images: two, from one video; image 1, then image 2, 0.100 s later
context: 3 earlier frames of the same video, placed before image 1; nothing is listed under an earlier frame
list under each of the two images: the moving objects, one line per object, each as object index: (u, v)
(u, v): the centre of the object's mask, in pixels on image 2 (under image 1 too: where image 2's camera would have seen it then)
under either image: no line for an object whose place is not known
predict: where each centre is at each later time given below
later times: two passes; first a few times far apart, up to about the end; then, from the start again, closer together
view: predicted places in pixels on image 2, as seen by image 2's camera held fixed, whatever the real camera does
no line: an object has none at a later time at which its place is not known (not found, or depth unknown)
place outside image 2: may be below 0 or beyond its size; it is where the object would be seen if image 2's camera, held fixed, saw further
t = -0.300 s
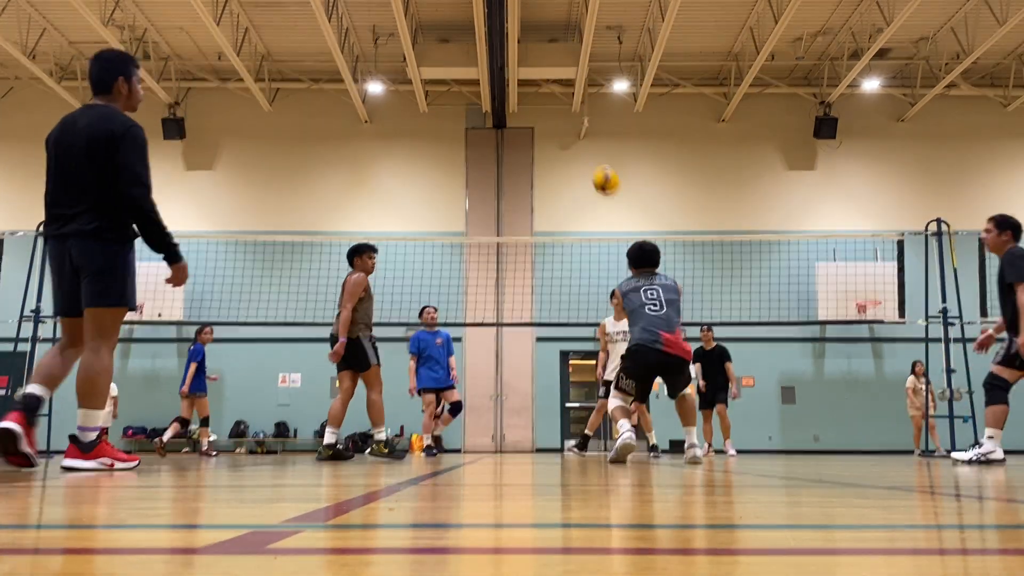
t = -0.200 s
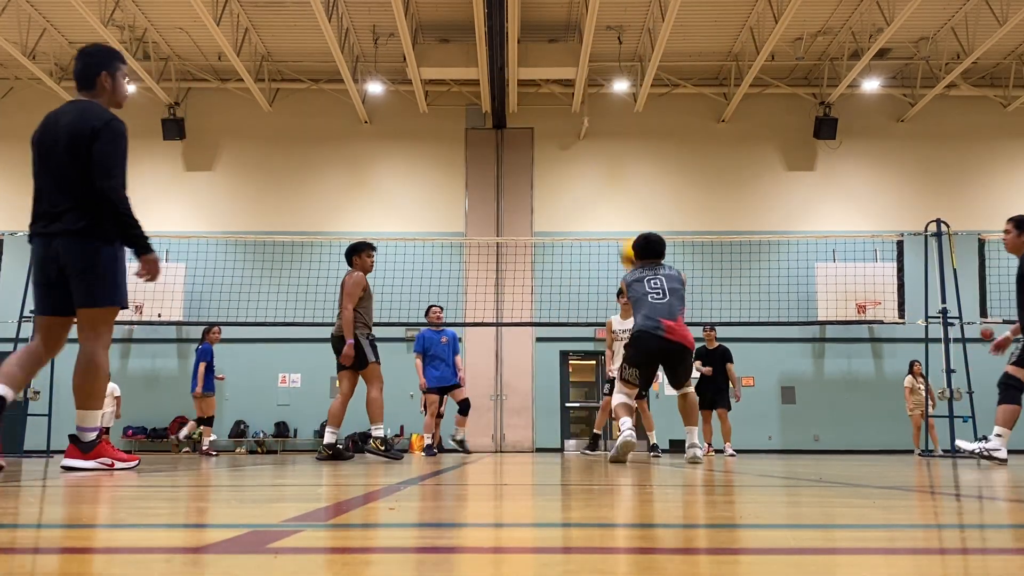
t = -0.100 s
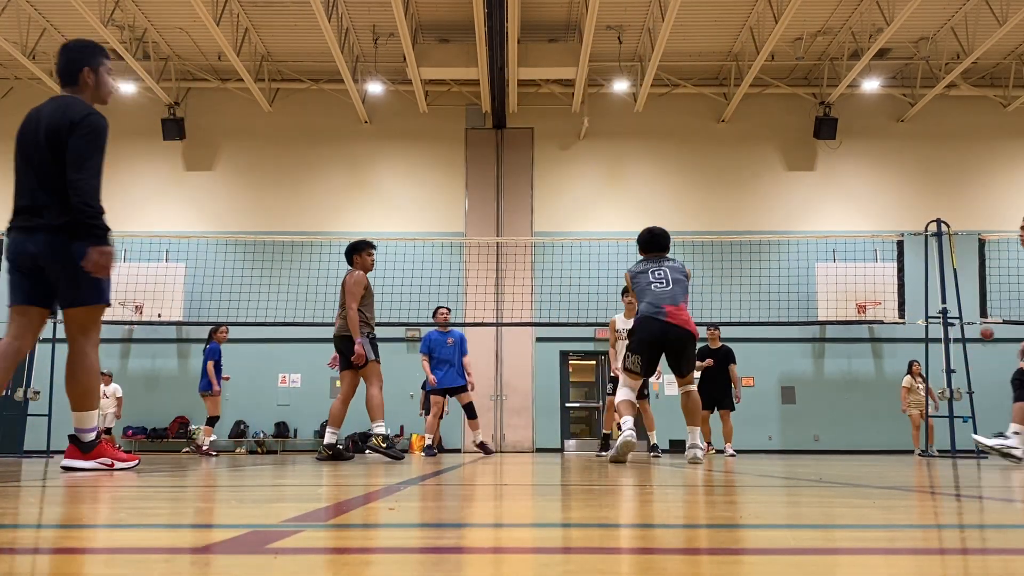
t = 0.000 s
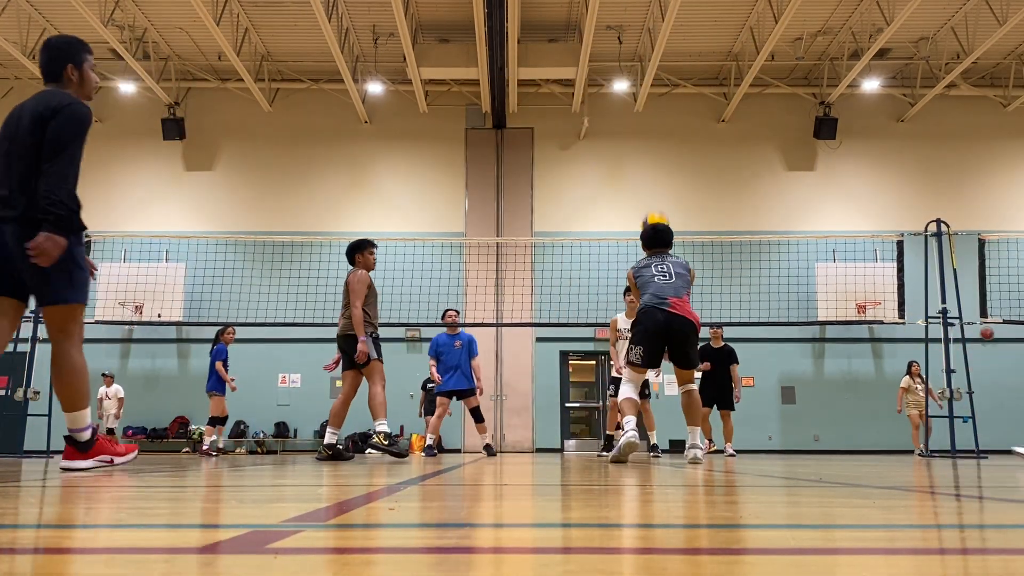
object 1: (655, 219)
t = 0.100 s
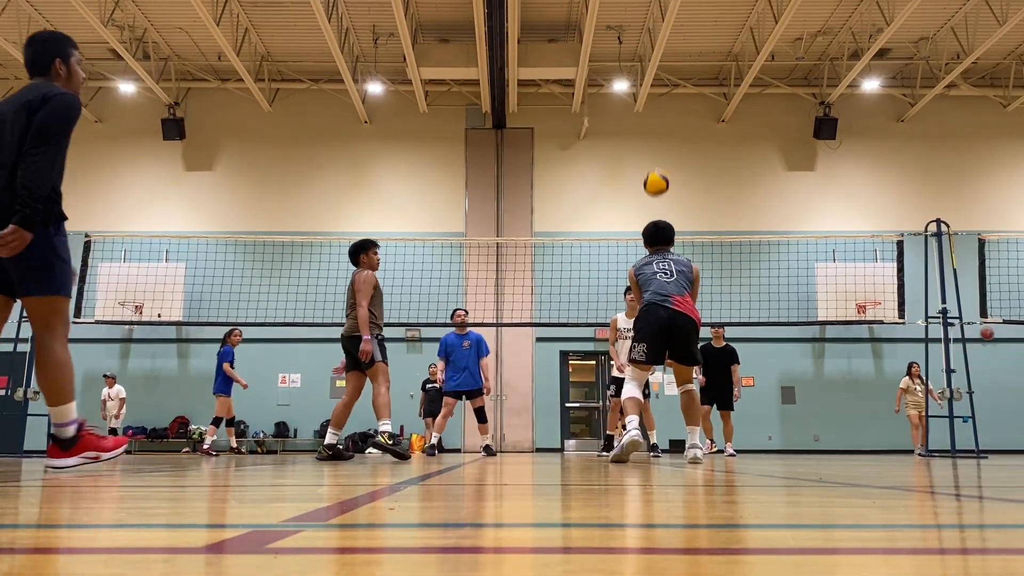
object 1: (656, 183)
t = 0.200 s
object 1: (658, 155)
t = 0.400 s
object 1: (661, 138)
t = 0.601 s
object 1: (665, 161)
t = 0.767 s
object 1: (669, 205)
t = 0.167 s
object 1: (657, 162)
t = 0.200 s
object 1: (658, 155)
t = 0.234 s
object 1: (659, 149)
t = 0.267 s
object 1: (659, 144)
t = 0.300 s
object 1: (660, 141)
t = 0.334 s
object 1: (660, 139)
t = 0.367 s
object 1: (661, 138)
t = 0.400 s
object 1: (661, 138)
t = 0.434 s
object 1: (662, 139)
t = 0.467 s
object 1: (663, 142)
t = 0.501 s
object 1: (663, 145)
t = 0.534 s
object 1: (664, 149)
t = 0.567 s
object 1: (665, 154)
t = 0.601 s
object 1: (665, 161)
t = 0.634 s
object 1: (666, 168)
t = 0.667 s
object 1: (666, 176)
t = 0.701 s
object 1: (667, 185)
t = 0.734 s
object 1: (668, 194)
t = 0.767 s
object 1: (669, 205)
